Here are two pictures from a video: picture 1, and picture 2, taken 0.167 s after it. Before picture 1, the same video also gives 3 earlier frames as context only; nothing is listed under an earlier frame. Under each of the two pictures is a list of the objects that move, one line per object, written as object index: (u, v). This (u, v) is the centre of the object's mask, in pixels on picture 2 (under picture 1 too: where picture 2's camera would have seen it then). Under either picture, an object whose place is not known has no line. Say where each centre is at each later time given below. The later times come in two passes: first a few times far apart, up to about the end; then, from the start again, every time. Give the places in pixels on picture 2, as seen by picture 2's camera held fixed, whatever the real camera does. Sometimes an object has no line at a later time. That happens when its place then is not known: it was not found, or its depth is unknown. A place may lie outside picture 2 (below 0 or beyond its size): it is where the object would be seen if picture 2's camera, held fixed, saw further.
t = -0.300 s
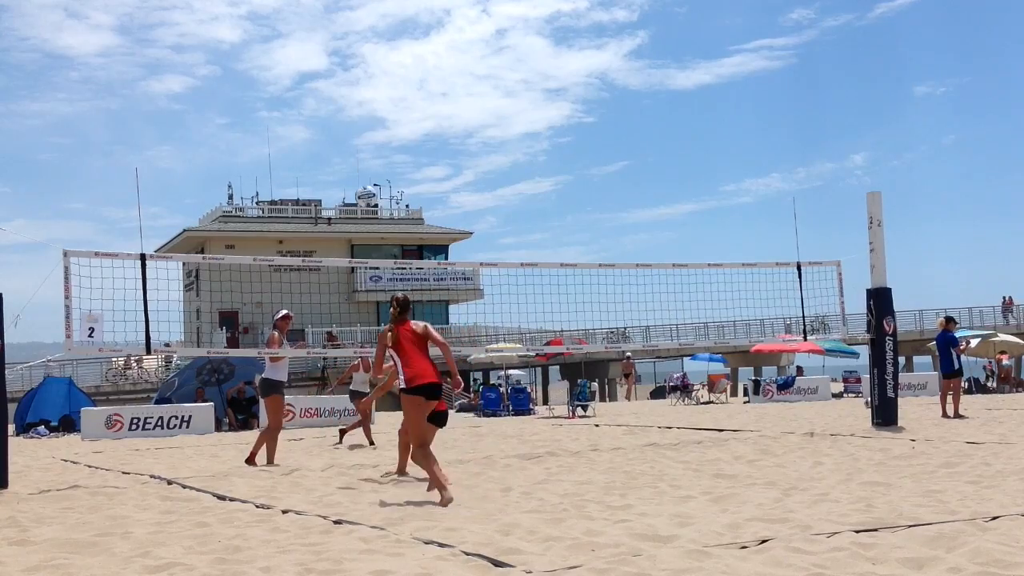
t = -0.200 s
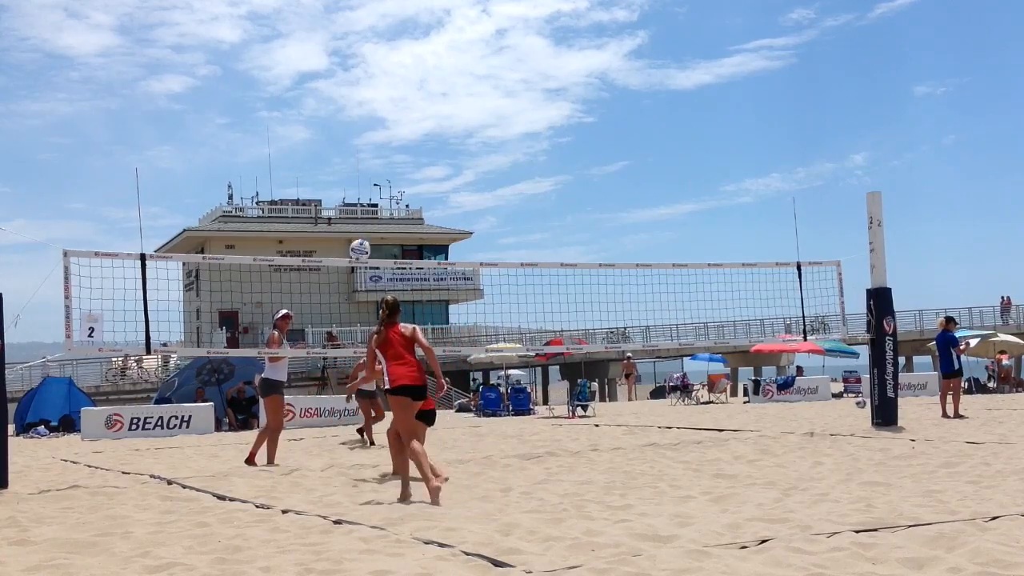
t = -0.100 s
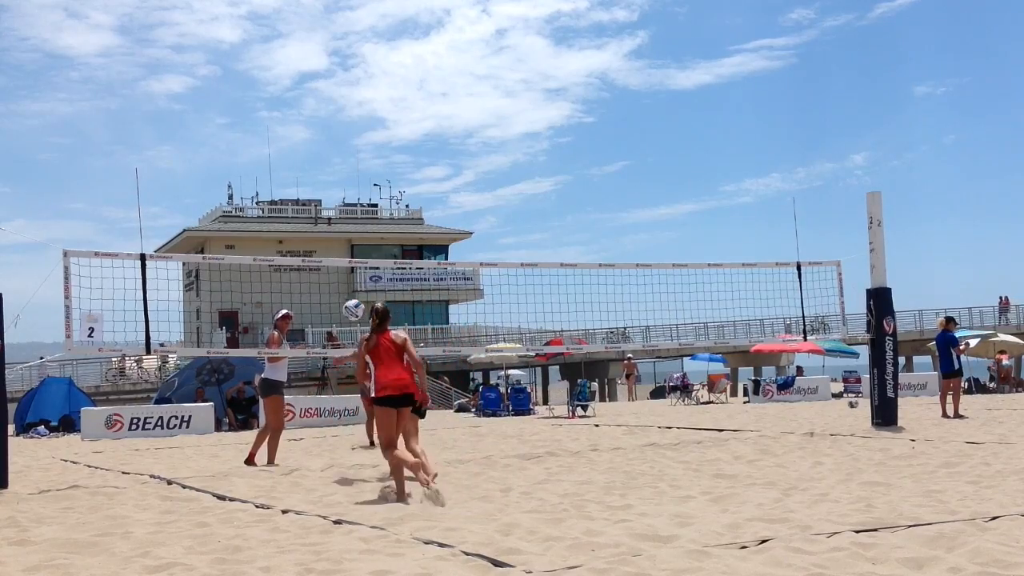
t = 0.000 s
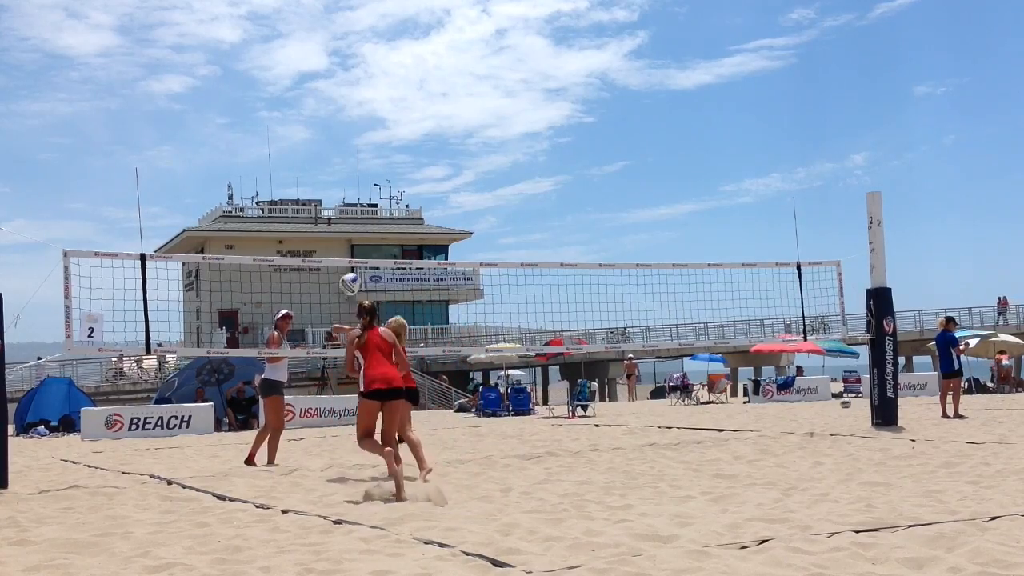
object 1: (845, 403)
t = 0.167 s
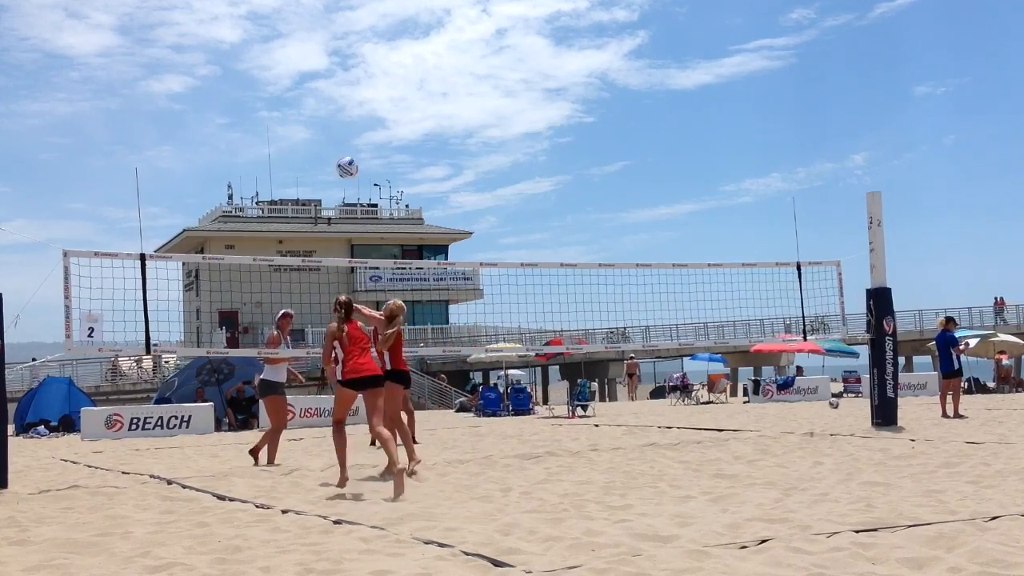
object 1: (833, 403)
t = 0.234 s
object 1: (829, 404)
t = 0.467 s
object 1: (818, 403)
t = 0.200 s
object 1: (831, 403)
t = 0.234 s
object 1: (829, 404)
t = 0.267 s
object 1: (827, 403)
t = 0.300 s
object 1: (825, 403)
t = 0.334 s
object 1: (824, 402)
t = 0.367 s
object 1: (823, 402)
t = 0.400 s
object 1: (821, 402)
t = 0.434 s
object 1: (819, 402)
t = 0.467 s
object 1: (818, 403)
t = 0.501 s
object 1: (816, 403)
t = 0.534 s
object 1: (815, 403)
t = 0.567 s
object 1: (813, 403)
